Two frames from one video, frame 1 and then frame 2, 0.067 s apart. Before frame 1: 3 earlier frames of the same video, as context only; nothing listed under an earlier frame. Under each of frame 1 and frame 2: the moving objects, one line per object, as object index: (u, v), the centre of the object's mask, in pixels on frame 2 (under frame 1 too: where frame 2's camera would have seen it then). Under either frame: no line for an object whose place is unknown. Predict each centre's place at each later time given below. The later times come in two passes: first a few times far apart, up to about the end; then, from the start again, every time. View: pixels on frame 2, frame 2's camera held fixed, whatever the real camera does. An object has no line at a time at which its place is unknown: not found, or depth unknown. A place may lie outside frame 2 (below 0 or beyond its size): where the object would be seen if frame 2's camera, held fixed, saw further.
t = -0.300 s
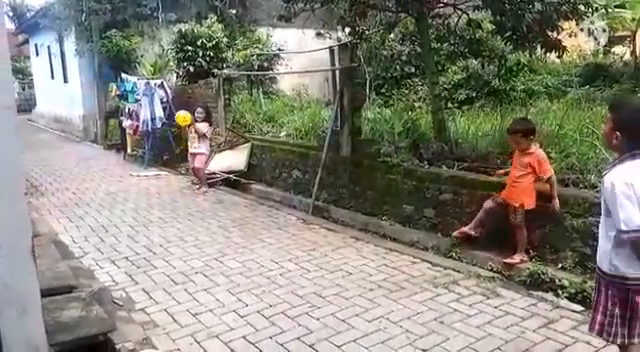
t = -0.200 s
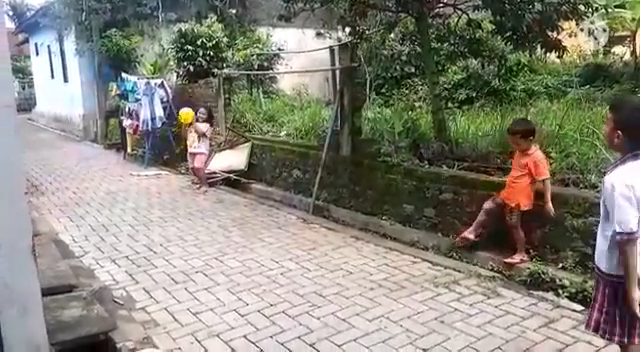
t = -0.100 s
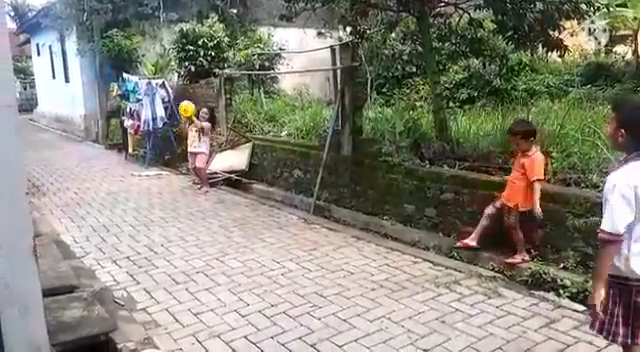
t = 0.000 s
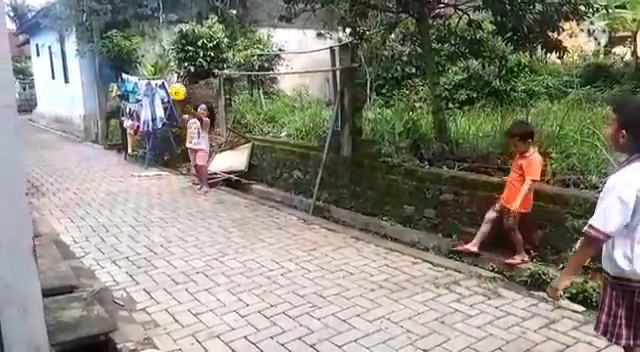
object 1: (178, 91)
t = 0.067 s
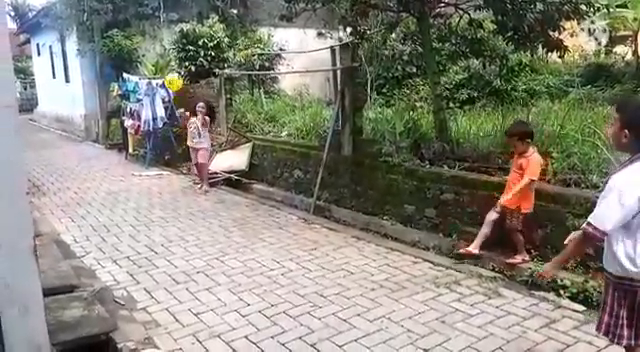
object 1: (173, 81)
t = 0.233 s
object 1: (163, 73)
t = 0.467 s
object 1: (139, 103)
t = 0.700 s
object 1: (124, 200)
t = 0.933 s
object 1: (89, 219)
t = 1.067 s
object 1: (60, 201)
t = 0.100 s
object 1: (172, 79)
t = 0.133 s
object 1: (169, 76)
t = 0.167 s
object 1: (168, 75)
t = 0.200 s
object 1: (165, 73)
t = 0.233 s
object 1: (163, 73)
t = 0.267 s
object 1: (158, 73)
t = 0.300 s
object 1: (155, 75)
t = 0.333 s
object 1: (153, 78)
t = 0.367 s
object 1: (150, 82)
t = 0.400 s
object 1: (147, 87)
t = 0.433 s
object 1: (144, 94)
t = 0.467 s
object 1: (139, 103)
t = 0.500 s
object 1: (137, 112)
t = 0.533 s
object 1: (134, 124)
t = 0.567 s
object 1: (132, 136)
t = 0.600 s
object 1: (130, 149)
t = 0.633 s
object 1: (128, 164)
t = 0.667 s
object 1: (126, 181)
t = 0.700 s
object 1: (124, 200)
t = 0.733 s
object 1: (123, 219)
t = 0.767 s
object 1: (121, 241)
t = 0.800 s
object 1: (119, 253)
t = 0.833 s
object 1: (111, 243)
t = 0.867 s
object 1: (104, 234)
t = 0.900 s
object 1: (96, 225)
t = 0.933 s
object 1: (89, 219)
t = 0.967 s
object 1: (82, 213)
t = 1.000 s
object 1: (74, 208)
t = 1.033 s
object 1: (68, 205)
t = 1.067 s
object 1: (60, 201)
